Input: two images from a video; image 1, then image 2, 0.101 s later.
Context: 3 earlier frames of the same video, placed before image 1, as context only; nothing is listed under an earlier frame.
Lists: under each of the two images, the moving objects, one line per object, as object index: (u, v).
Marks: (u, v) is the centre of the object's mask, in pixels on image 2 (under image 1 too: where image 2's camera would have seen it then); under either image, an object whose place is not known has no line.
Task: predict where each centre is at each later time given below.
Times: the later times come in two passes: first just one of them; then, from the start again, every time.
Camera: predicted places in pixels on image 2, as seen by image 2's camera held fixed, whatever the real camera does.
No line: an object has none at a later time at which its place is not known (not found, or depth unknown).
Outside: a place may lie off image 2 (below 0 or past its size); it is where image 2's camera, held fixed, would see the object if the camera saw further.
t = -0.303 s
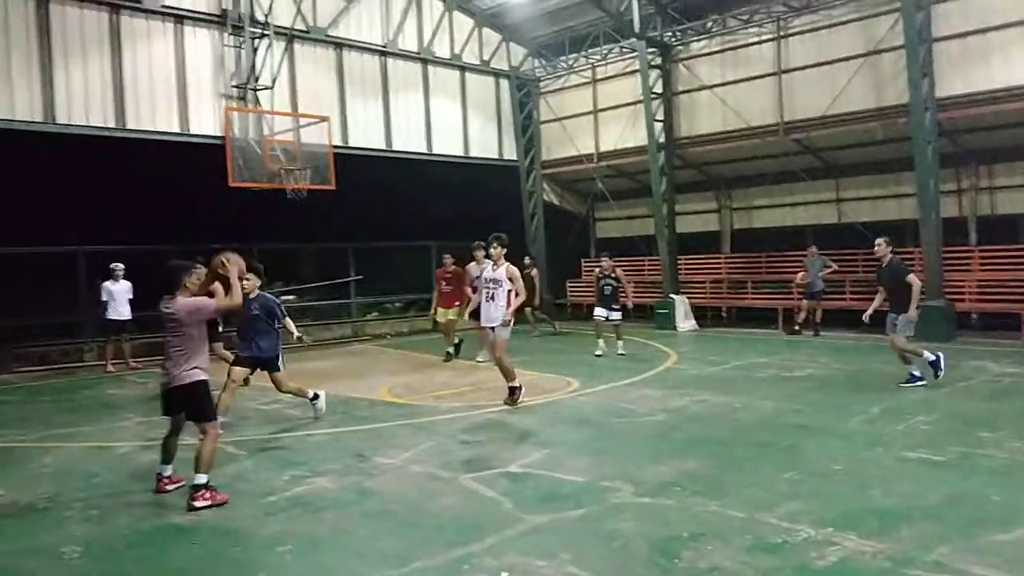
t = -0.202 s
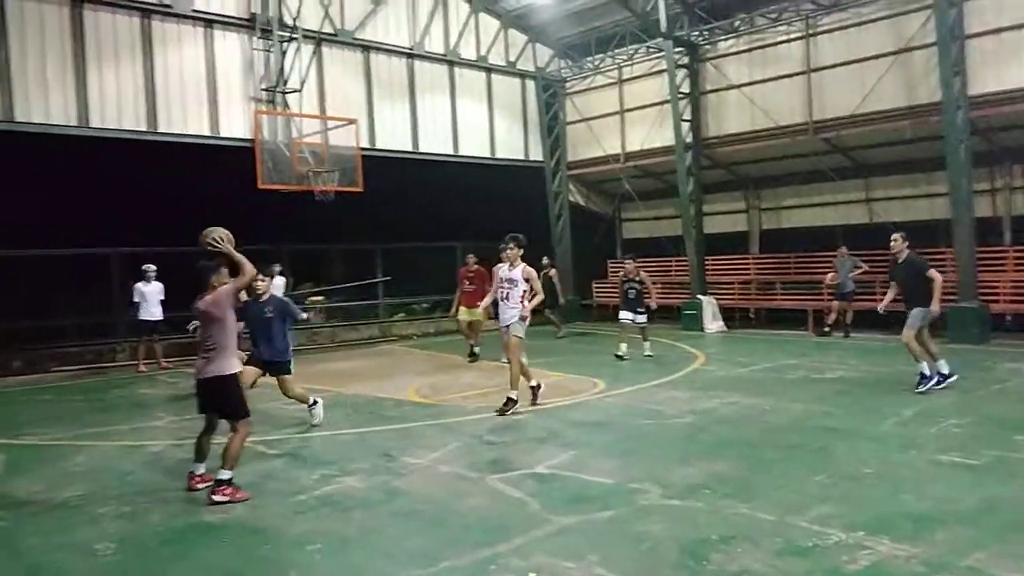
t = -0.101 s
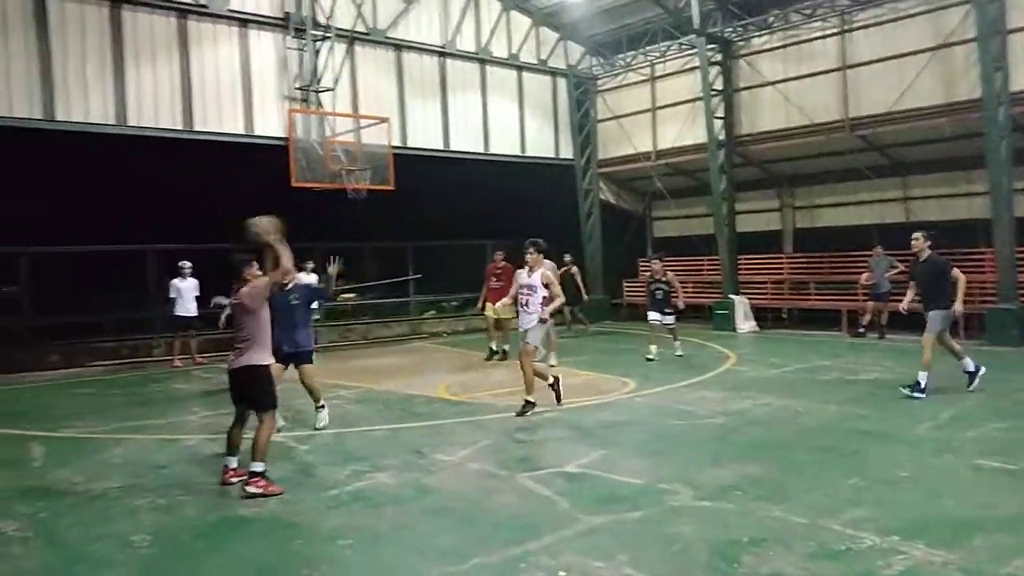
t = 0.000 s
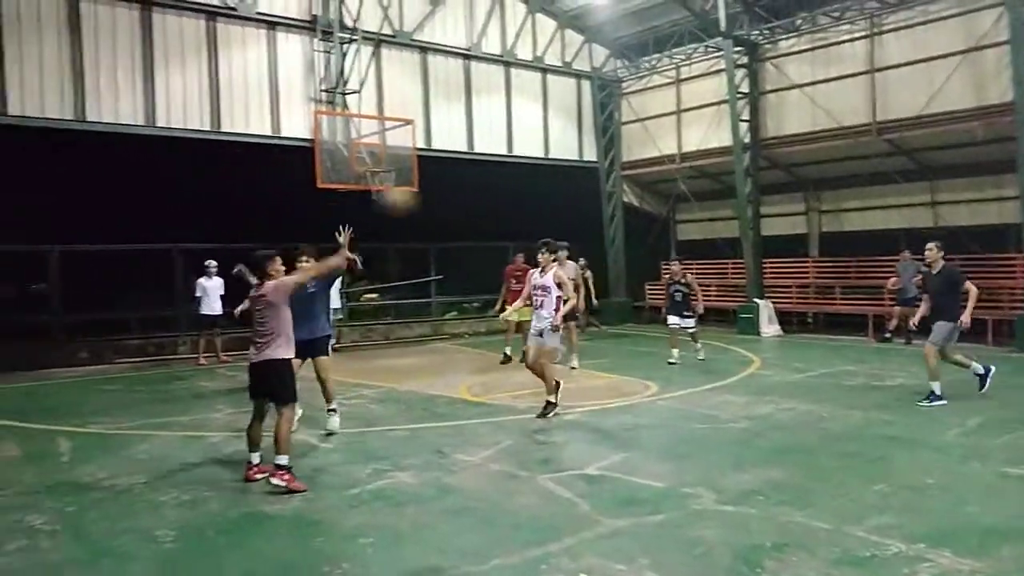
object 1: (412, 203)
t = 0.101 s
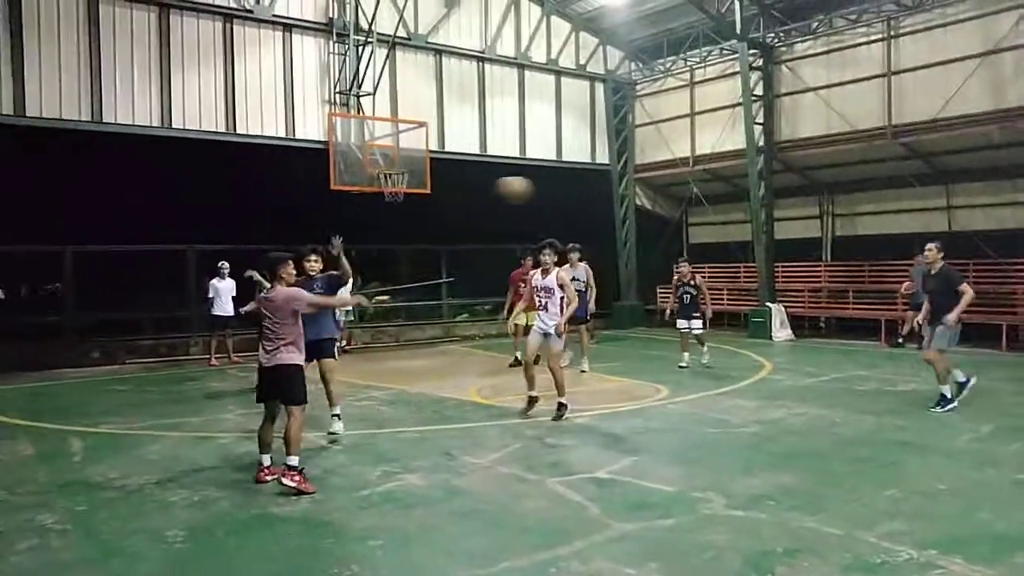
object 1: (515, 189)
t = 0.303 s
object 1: (692, 195)
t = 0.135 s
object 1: (546, 188)
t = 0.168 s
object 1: (577, 188)
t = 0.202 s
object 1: (606, 188)
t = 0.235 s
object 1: (637, 189)
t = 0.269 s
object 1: (665, 193)
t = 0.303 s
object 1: (692, 195)
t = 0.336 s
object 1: (719, 199)
